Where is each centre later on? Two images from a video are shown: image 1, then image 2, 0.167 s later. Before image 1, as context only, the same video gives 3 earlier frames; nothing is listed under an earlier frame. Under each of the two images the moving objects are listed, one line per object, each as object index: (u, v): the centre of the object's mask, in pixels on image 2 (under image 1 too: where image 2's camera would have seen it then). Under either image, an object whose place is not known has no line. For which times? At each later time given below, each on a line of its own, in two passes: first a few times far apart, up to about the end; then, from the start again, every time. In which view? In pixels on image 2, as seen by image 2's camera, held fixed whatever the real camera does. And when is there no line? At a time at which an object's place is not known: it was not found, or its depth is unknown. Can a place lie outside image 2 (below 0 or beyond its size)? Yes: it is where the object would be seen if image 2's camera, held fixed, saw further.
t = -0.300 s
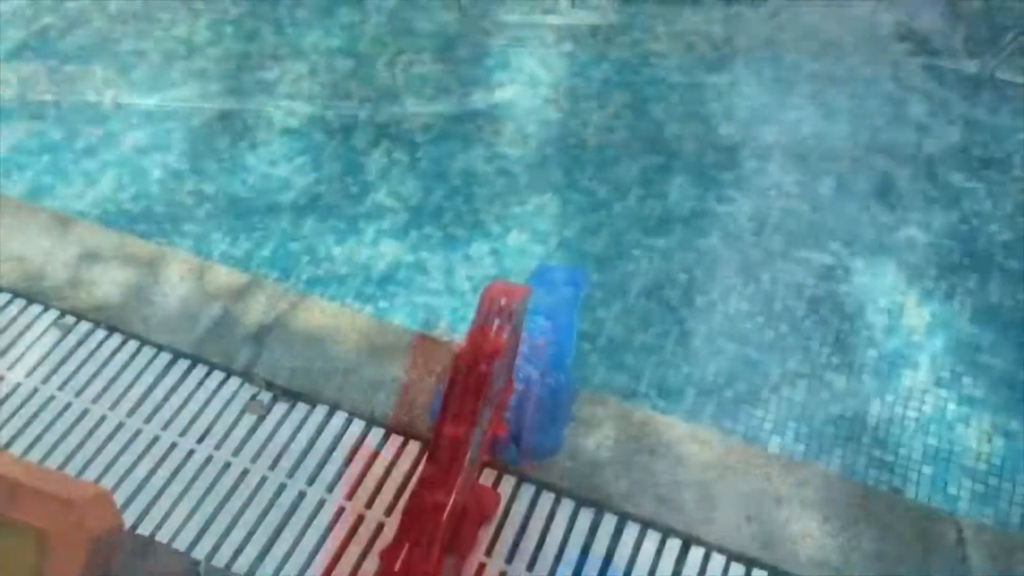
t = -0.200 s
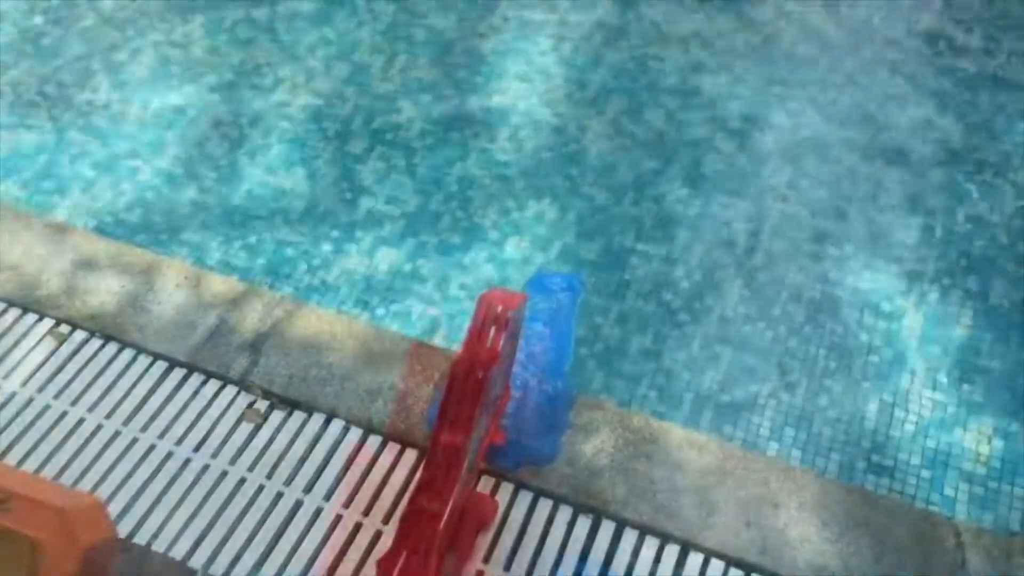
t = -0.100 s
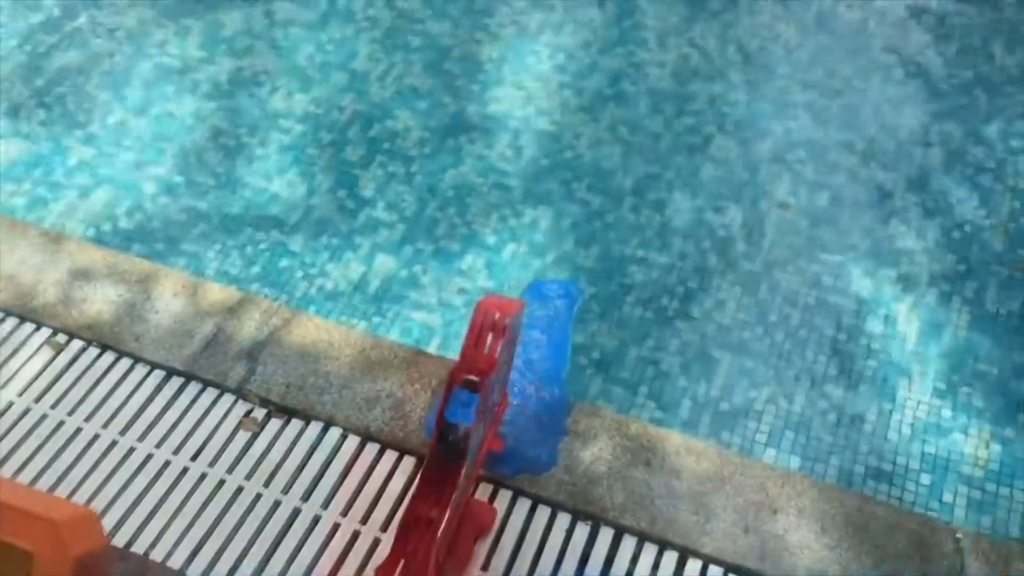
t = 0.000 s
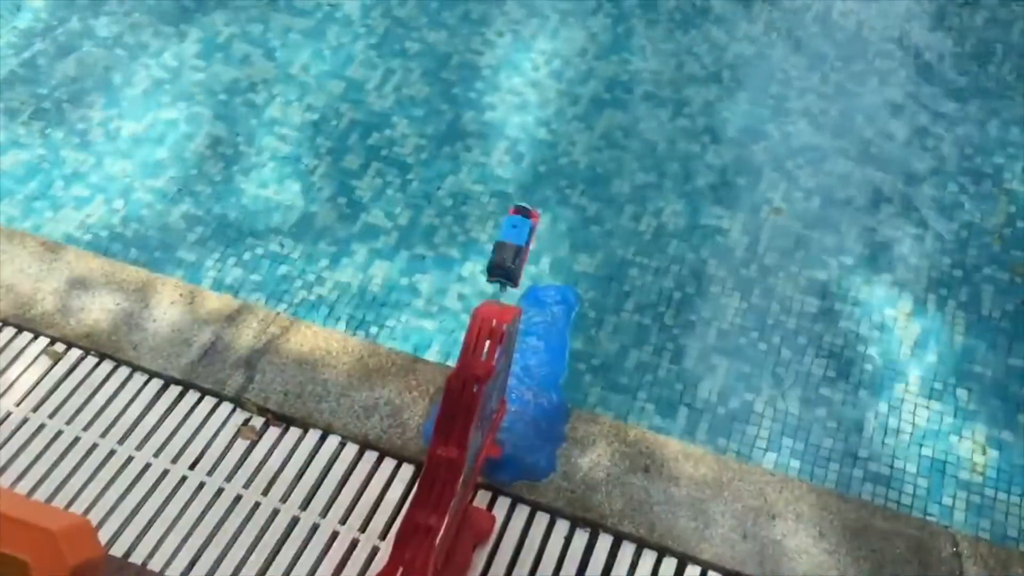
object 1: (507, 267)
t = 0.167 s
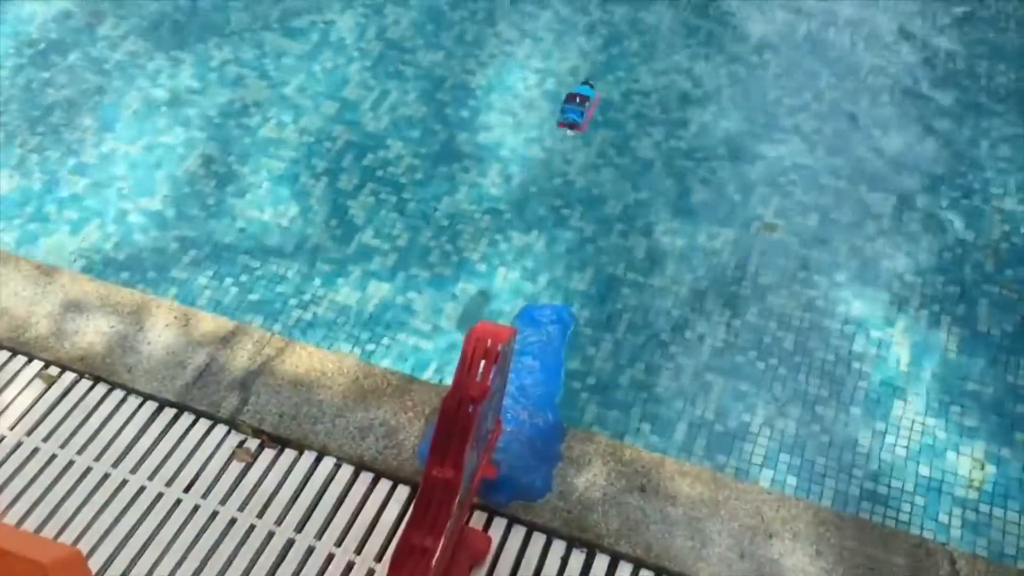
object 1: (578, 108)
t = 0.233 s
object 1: (598, 94)
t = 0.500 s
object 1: (628, 145)
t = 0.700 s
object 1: (623, 150)
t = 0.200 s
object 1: (589, 97)
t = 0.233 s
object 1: (598, 94)
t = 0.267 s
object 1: (606, 94)
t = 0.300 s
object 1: (613, 101)
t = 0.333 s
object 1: (619, 111)
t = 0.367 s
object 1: (624, 119)
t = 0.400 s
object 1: (626, 125)
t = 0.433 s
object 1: (629, 148)
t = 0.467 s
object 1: (630, 144)
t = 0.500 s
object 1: (628, 145)
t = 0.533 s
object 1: (630, 147)
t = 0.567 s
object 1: (628, 145)
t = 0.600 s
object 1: (628, 146)
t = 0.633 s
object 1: (626, 147)
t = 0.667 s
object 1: (624, 147)
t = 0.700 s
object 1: (623, 150)
